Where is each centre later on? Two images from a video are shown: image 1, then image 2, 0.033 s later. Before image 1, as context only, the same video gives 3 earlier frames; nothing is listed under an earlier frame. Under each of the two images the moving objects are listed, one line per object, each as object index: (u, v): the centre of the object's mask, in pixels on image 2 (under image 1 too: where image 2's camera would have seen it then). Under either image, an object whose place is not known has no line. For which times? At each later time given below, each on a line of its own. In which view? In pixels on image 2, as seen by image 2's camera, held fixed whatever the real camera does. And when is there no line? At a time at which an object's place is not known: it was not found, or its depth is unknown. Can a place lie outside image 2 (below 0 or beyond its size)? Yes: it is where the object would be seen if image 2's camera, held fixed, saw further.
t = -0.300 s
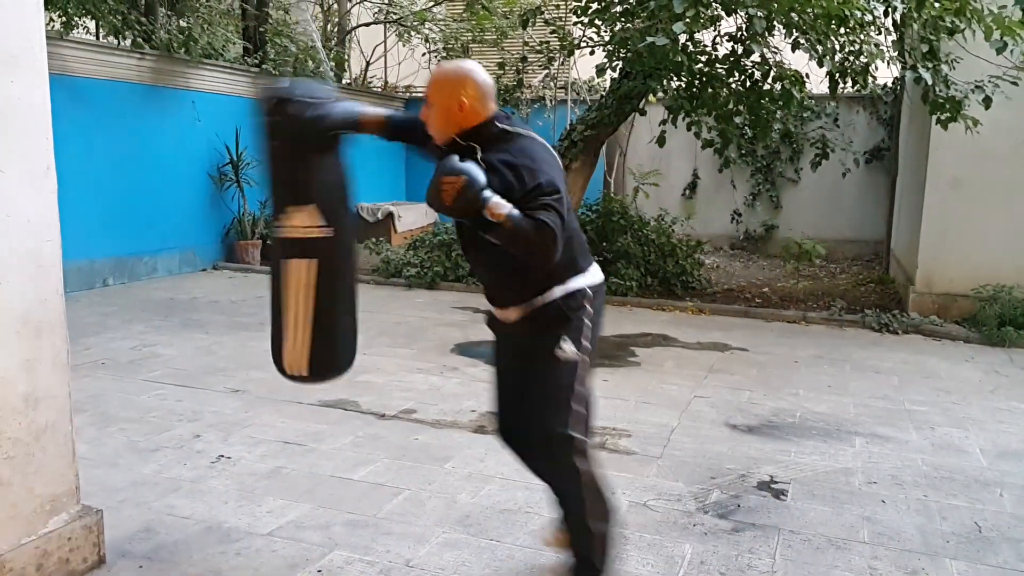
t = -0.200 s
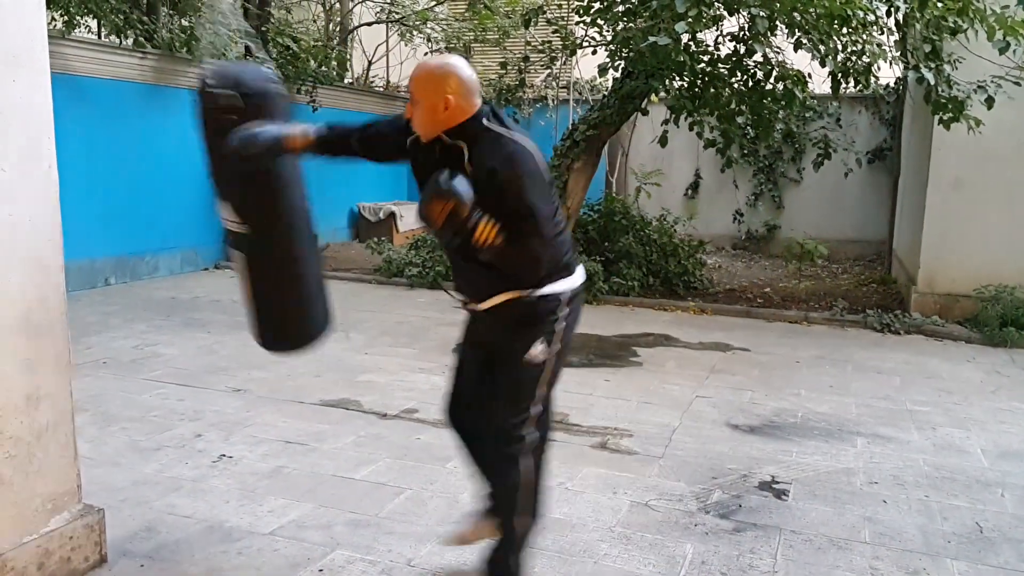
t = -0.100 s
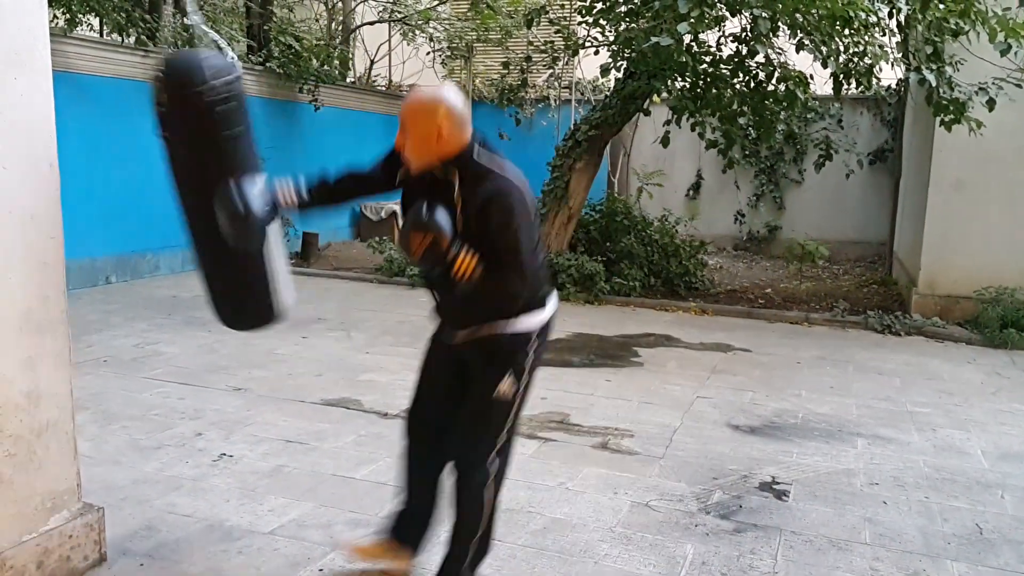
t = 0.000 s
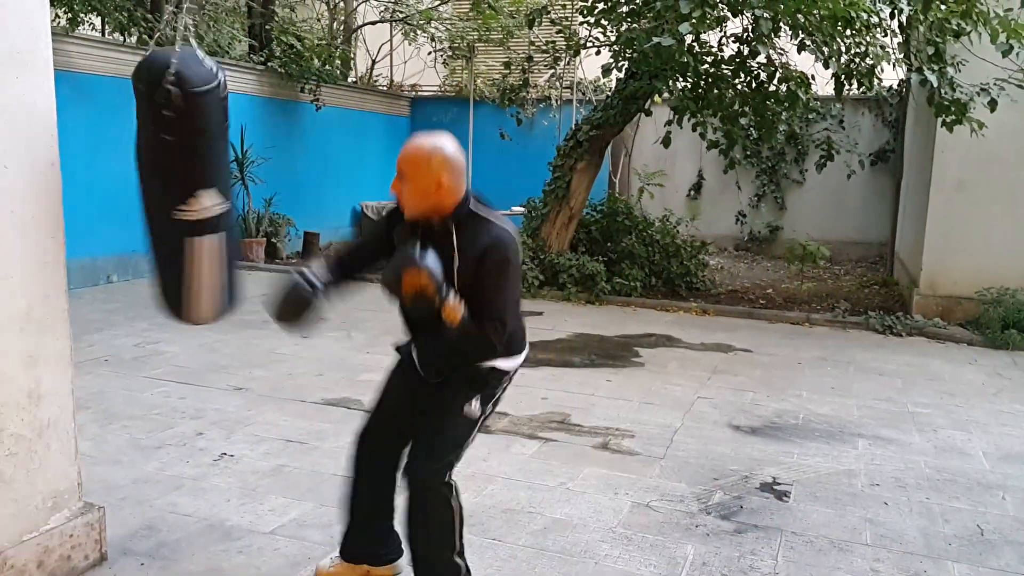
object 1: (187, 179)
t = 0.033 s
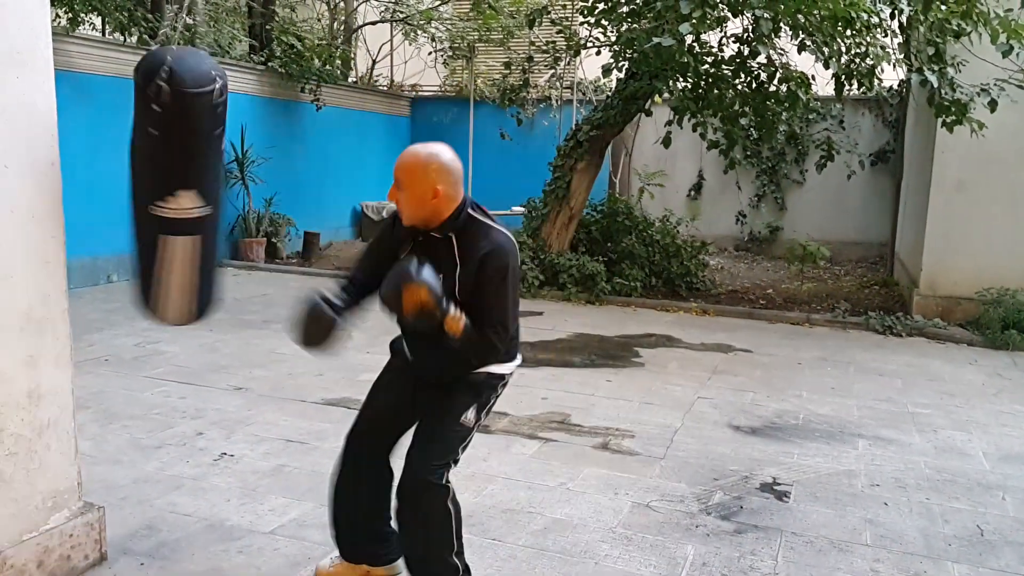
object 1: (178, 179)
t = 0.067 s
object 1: (168, 181)
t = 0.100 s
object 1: (158, 184)
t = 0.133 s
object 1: (148, 184)
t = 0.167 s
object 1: (138, 181)
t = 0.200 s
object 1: (130, 176)
